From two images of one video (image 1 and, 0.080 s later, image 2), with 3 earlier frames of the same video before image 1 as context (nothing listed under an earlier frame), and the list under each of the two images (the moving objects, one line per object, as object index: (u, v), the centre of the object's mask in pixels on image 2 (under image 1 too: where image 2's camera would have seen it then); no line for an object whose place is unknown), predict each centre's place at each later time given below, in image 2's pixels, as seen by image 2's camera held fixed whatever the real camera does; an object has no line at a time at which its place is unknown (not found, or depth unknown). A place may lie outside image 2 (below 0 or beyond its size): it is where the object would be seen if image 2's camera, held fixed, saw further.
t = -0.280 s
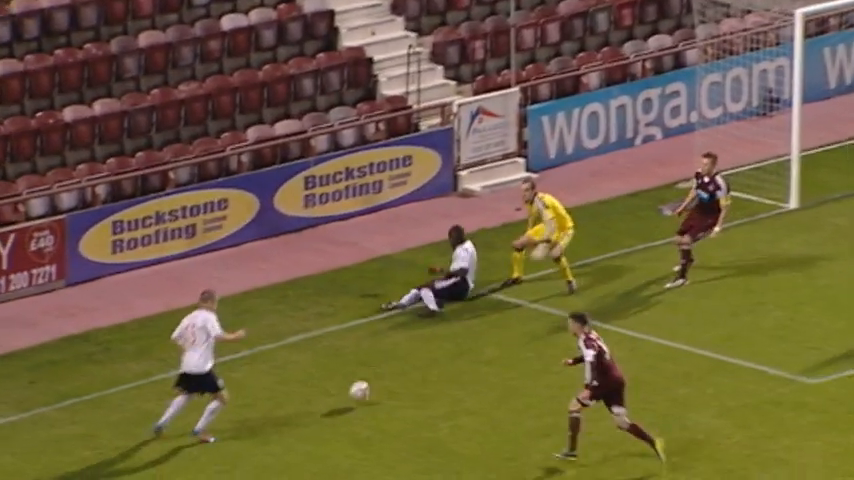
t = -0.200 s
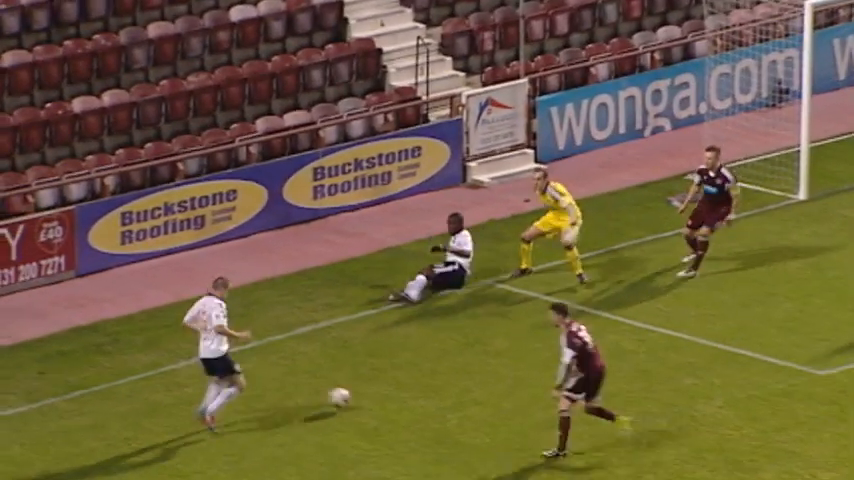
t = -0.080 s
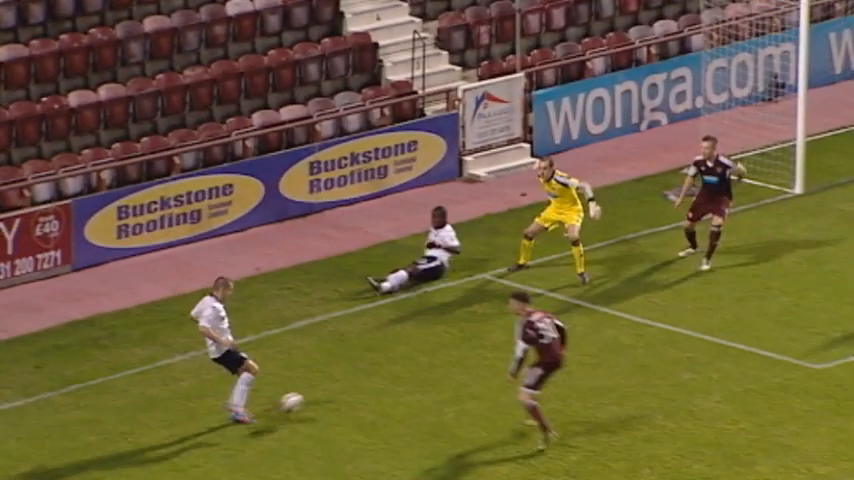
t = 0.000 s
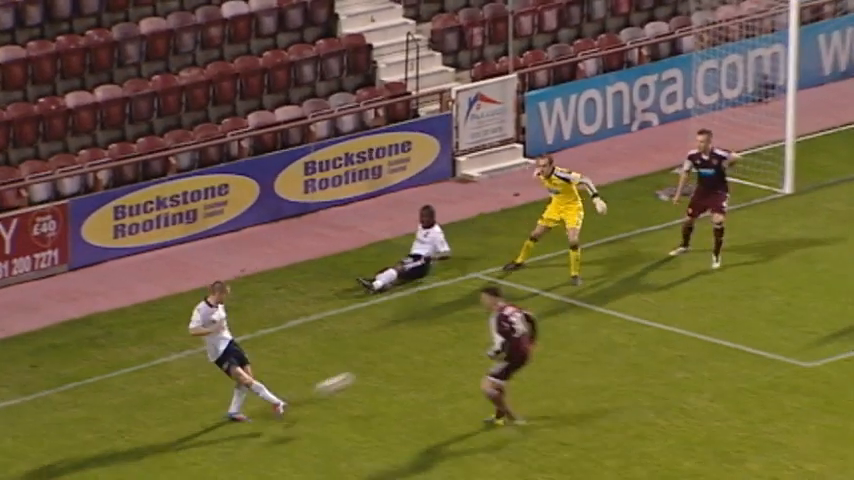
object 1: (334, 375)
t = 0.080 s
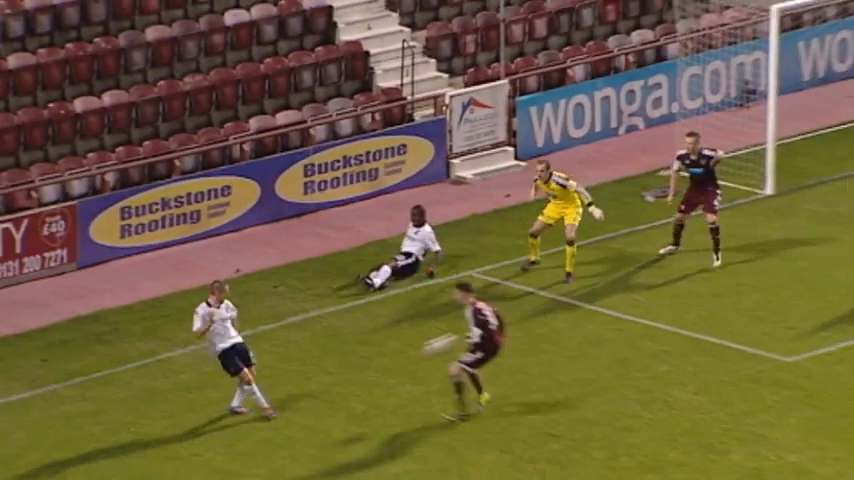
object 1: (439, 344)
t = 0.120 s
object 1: (500, 326)
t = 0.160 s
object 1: (543, 316)
